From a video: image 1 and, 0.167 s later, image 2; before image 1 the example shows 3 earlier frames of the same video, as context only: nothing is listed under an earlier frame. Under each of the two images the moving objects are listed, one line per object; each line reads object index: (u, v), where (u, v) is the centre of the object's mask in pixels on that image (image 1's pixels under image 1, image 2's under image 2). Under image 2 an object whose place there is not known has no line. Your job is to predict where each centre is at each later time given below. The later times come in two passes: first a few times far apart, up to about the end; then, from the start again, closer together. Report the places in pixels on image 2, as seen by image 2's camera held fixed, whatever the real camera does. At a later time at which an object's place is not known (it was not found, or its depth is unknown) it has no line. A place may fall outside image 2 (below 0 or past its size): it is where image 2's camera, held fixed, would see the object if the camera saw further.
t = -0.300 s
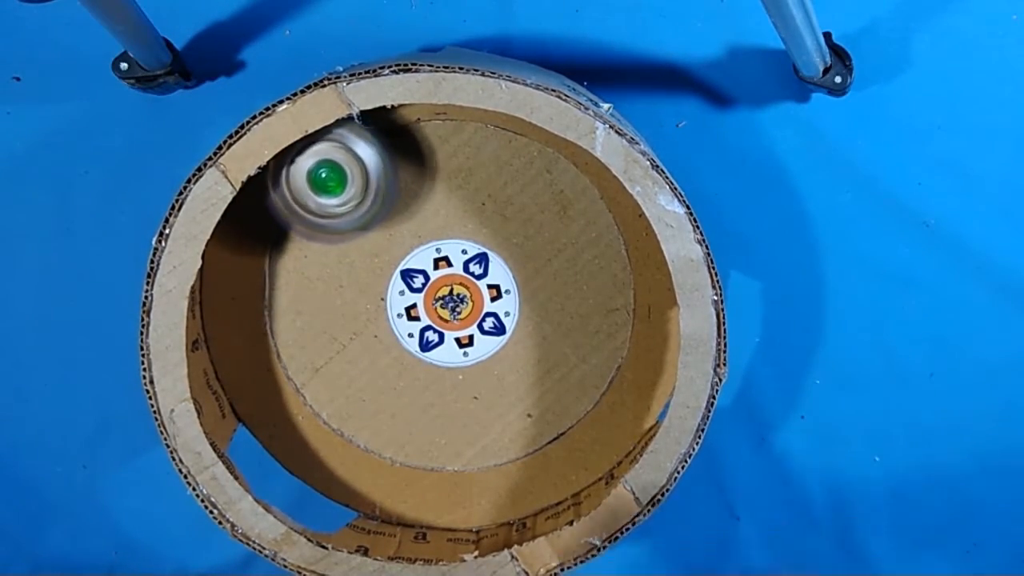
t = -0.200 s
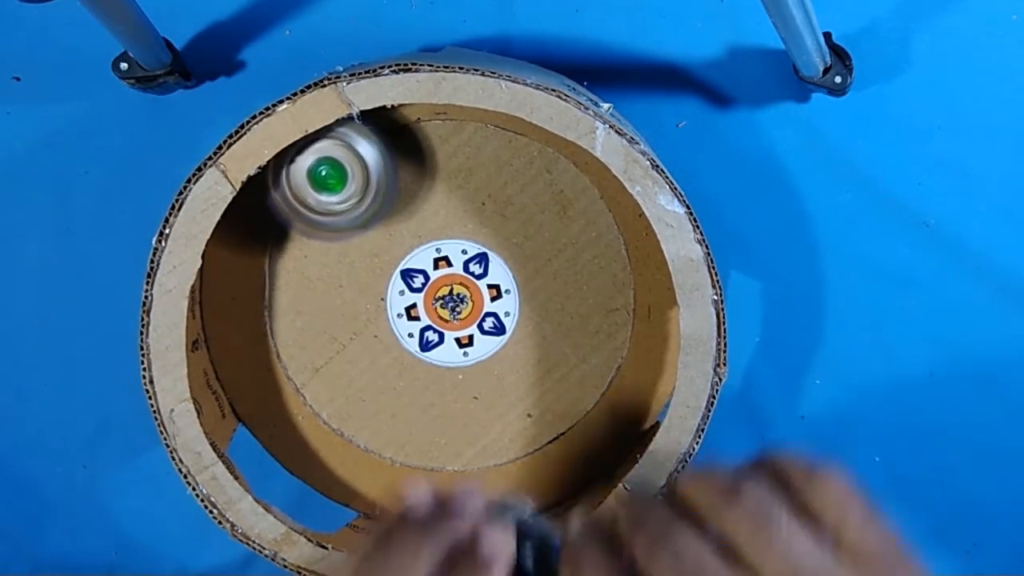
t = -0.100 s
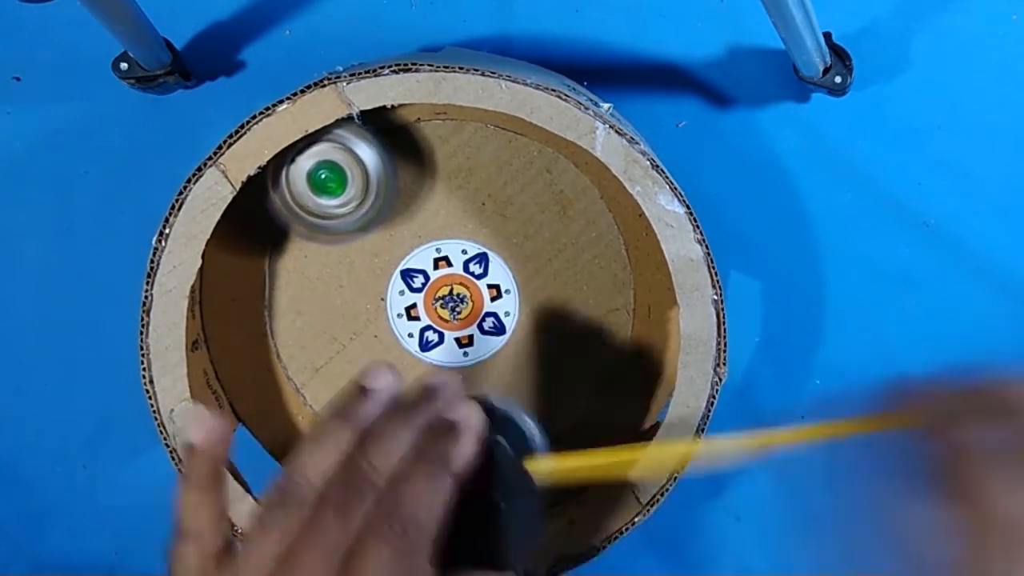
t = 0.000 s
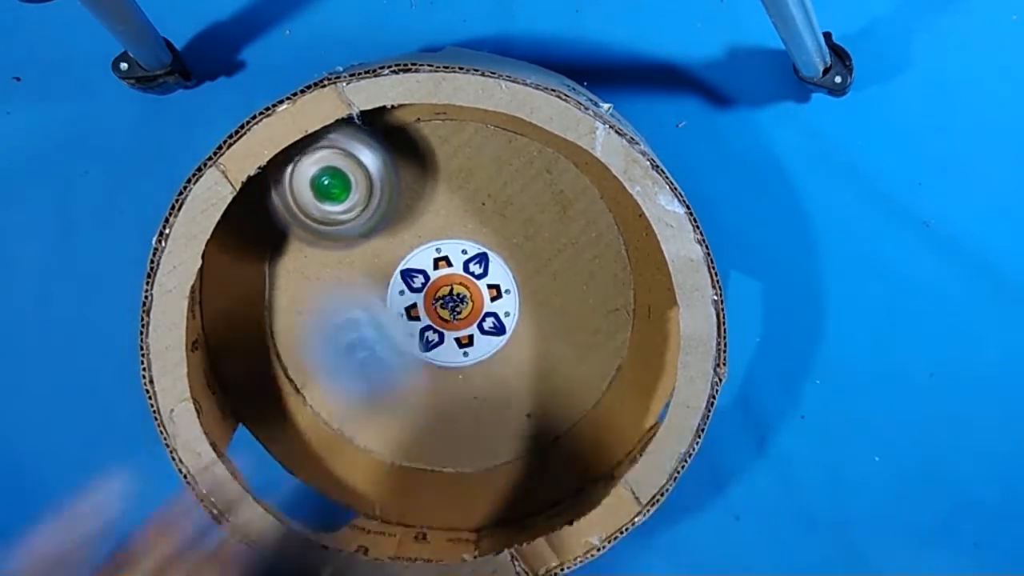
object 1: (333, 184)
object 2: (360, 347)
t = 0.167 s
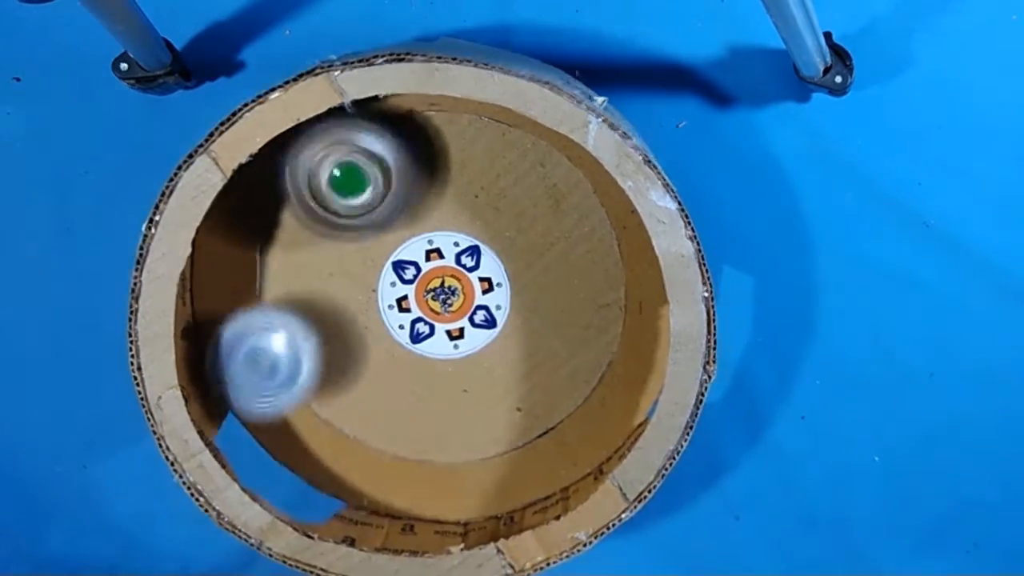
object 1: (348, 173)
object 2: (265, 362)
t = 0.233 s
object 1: (343, 166)
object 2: (278, 392)
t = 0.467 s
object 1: (352, 160)
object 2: (421, 470)
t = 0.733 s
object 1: (373, 149)
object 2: (409, 468)
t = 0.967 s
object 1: (382, 151)
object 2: (336, 446)
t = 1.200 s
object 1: (356, 165)
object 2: (349, 436)
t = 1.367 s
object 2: (278, 391)
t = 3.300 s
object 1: (391, 210)
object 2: (258, 248)
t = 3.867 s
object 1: (395, 217)
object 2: (266, 242)
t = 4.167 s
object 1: (403, 211)
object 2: (271, 224)
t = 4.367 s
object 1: (402, 222)
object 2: (271, 237)
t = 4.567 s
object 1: (417, 216)
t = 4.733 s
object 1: (429, 221)
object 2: (272, 222)
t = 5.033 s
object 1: (435, 233)
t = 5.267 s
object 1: (440, 235)
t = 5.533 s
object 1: (435, 197)
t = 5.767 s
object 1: (440, 173)
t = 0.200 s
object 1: (343, 171)
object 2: (261, 375)
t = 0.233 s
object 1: (343, 166)
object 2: (278, 392)
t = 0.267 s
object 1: (345, 161)
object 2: (293, 412)
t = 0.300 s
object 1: (347, 156)
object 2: (317, 432)
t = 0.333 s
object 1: (351, 158)
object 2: (346, 447)
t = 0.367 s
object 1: (348, 165)
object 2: (368, 463)
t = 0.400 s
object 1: (346, 164)
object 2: (390, 468)
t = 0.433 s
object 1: (348, 161)
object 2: (407, 471)
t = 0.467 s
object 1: (352, 160)
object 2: (421, 470)
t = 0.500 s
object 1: (356, 157)
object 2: (427, 473)
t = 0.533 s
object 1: (359, 155)
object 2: (432, 473)
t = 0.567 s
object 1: (363, 154)
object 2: (442, 465)
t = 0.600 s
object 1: (368, 151)
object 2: (442, 464)
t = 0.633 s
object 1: (372, 148)
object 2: (435, 466)
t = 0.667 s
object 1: (373, 148)
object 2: (422, 473)
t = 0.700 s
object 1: (373, 149)
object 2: (417, 471)
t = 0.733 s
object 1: (373, 149)
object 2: (409, 468)
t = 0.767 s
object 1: (376, 148)
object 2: (395, 468)
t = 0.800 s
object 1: (379, 148)
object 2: (379, 469)
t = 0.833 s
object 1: (380, 150)
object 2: (370, 464)
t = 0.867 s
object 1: (380, 153)
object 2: (358, 461)
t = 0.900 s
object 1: (380, 154)
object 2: (349, 456)
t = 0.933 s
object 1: (382, 152)
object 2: (342, 452)
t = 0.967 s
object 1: (382, 151)
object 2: (336, 446)
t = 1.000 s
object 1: (380, 151)
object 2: (332, 445)
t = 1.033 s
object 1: (377, 153)
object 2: (334, 444)
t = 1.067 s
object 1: (374, 154)
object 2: (339, 447)
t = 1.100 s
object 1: (371, 156)
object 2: (356, 447)
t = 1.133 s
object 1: (367, 159)
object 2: (361, 447)
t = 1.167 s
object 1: (362, 162)
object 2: (359, 442)
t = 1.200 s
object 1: (356, 165)
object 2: (349, 436)
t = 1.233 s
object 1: (350, 168)
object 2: (335, 428)
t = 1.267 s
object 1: (344, 170)
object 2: (317, 419)
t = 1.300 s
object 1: (340, 168)
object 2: (302, 410)
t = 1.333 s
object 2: (287, 400)
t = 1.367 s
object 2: (278, 391)
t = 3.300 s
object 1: (391, 210)
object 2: (258, 248)
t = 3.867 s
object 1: (395, 217)
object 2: (266, 242)
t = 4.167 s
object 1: (403, 211)
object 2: (271, 224)
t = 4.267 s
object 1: (410, 219)
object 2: (270, 228)
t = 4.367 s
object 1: (402, 222)
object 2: (271, 237)
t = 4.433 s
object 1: (408, 214)
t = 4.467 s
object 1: (414, 212)
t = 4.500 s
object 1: (416, 213)
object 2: (269, 228)
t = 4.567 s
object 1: (417, 216)
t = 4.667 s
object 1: (411, 219)
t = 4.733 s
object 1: (429, 221)
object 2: (272, 222)
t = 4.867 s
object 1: (430, 227)
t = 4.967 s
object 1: (436, 232)
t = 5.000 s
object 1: (437, 234)
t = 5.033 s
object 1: (435, 233)
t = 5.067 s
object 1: (435, 233)
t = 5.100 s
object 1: (435, 234)
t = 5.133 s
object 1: (436, 233)
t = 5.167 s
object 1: (438, 233)
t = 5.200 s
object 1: (439, 234)
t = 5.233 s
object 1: (441, 236)
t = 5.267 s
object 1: (440, 235)
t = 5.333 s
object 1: (436, 225)
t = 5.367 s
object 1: (435, 223)
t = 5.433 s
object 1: (438, 217)
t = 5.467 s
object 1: (433, 214)
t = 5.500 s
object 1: (432, 207)
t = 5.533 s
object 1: (435, 197)
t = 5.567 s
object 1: (439, 190)
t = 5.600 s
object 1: (440, 191)
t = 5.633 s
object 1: (444, 188)
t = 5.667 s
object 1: (438, 187)
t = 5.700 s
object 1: (441, 184)
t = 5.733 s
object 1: (440, 177)
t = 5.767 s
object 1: (440, 173)
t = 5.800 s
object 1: (443, 166)
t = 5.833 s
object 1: (441, 157)
